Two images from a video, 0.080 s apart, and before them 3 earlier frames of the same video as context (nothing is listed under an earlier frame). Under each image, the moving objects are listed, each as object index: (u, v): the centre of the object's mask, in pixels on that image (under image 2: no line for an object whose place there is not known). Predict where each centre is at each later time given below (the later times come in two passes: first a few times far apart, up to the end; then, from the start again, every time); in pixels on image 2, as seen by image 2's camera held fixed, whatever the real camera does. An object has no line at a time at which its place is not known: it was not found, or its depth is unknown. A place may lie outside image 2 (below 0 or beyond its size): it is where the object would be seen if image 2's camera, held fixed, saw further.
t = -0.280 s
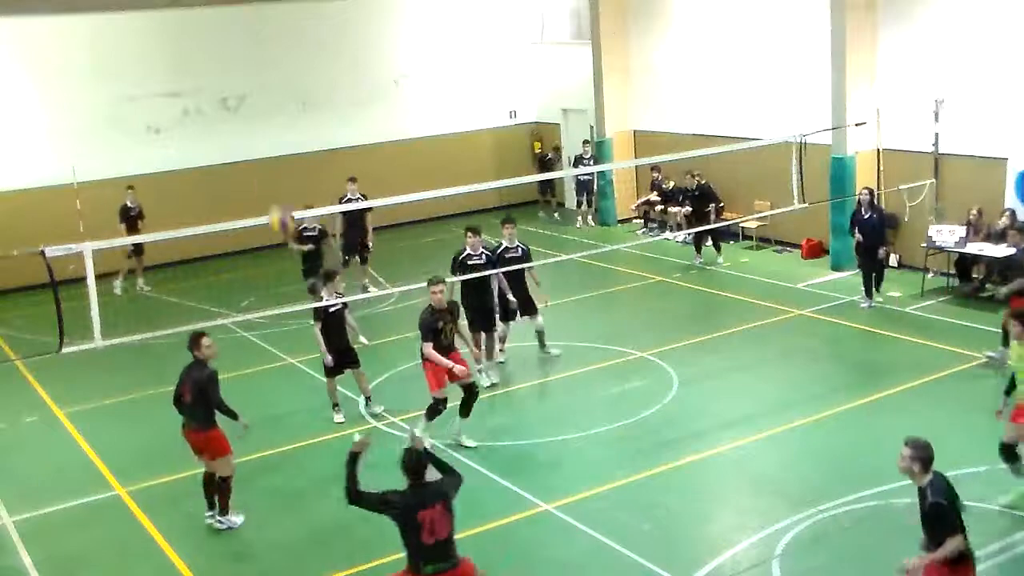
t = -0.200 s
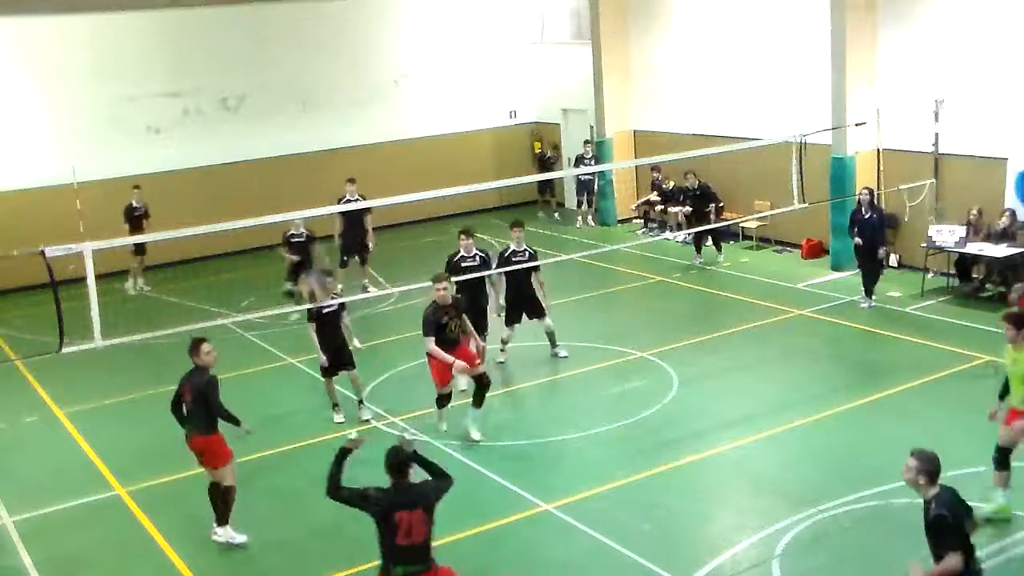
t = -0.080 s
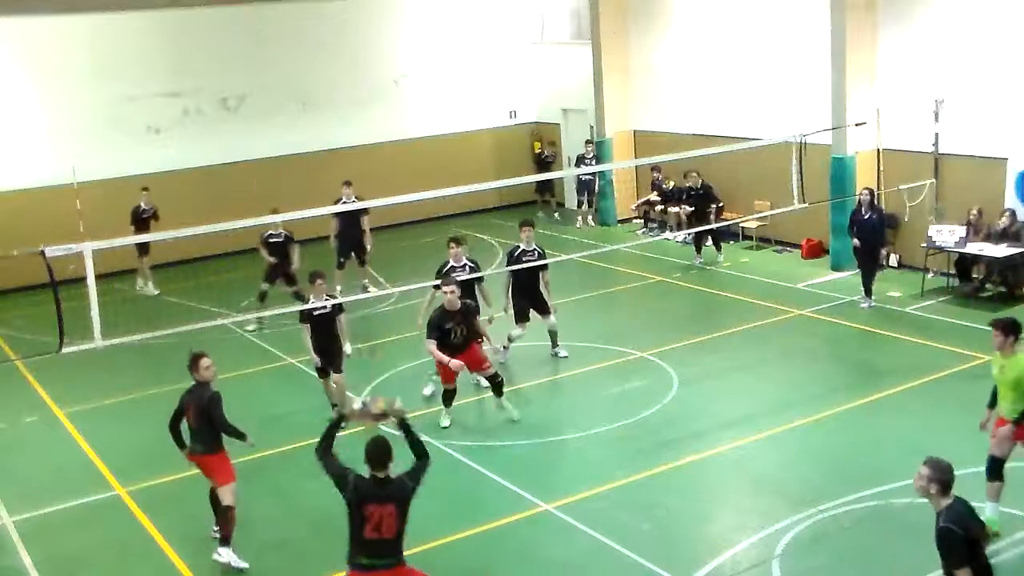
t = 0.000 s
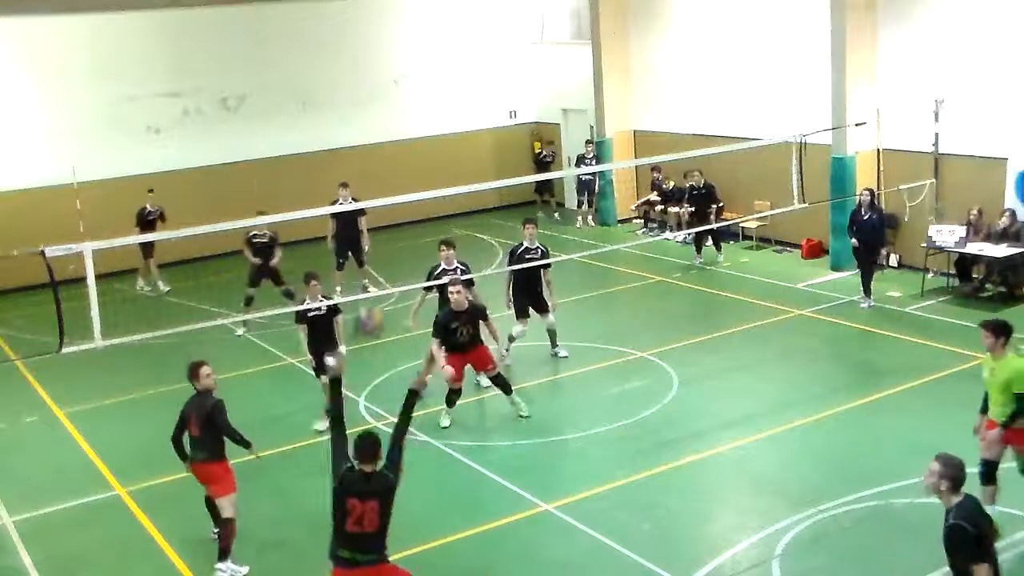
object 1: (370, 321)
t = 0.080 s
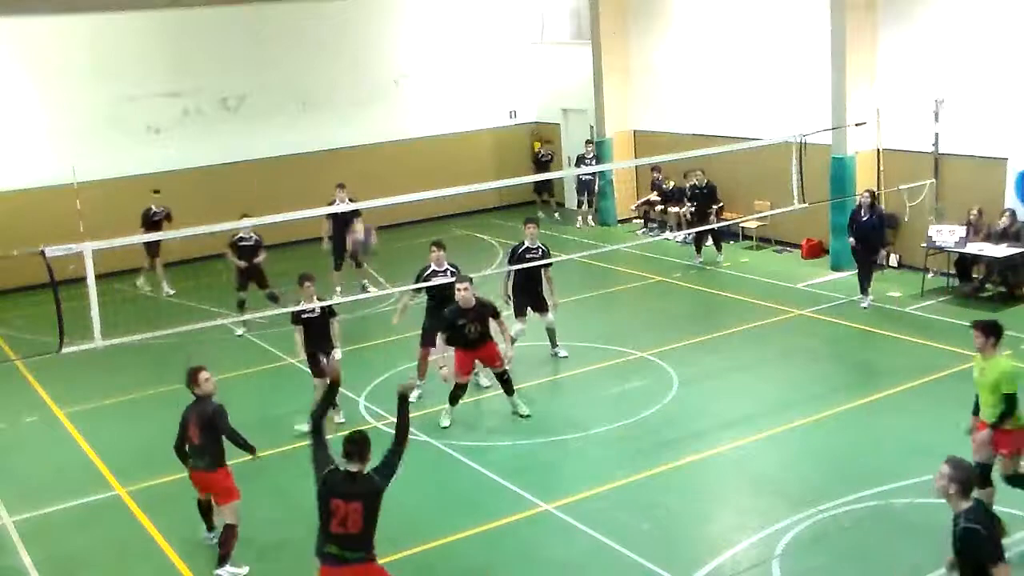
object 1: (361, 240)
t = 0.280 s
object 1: (354, 92)
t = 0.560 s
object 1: (354, 5)
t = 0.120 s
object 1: (358, 203)
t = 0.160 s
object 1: (358, 171)
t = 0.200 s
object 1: (357, 144)
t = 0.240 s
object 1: (355, 117)
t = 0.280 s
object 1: (354, 92)
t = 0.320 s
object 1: (354, 72)
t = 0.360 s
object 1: (352, 51)
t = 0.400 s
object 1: (352, 36)
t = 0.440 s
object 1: (352, 24)
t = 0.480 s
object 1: (352, 13)
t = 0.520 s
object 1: (353, 8)
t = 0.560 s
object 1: (354, 5)
